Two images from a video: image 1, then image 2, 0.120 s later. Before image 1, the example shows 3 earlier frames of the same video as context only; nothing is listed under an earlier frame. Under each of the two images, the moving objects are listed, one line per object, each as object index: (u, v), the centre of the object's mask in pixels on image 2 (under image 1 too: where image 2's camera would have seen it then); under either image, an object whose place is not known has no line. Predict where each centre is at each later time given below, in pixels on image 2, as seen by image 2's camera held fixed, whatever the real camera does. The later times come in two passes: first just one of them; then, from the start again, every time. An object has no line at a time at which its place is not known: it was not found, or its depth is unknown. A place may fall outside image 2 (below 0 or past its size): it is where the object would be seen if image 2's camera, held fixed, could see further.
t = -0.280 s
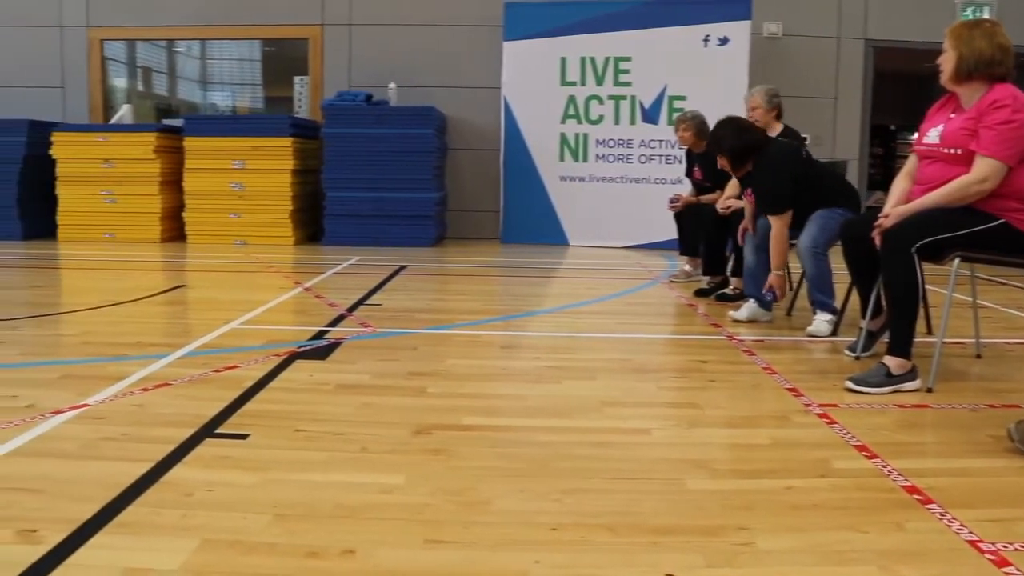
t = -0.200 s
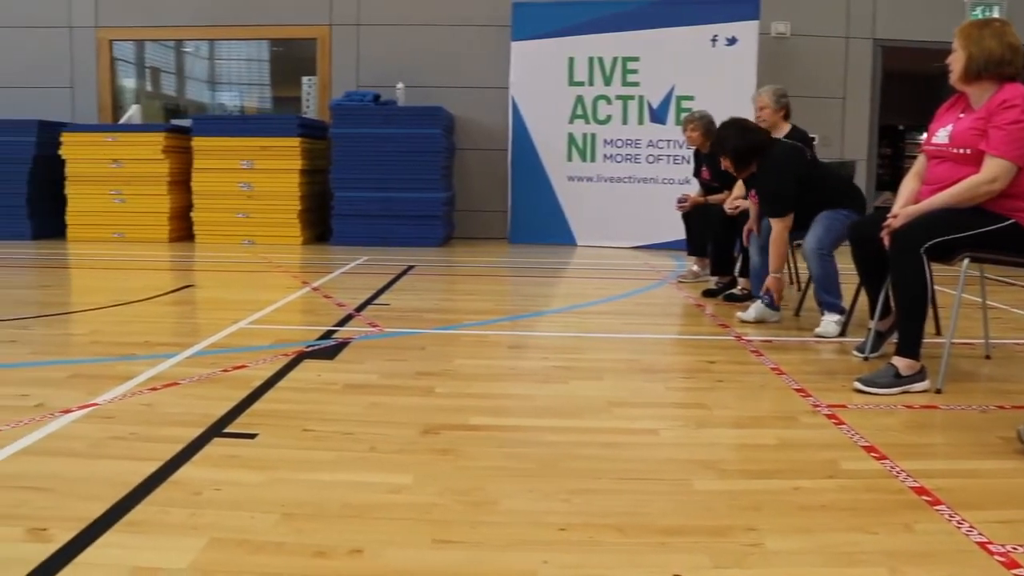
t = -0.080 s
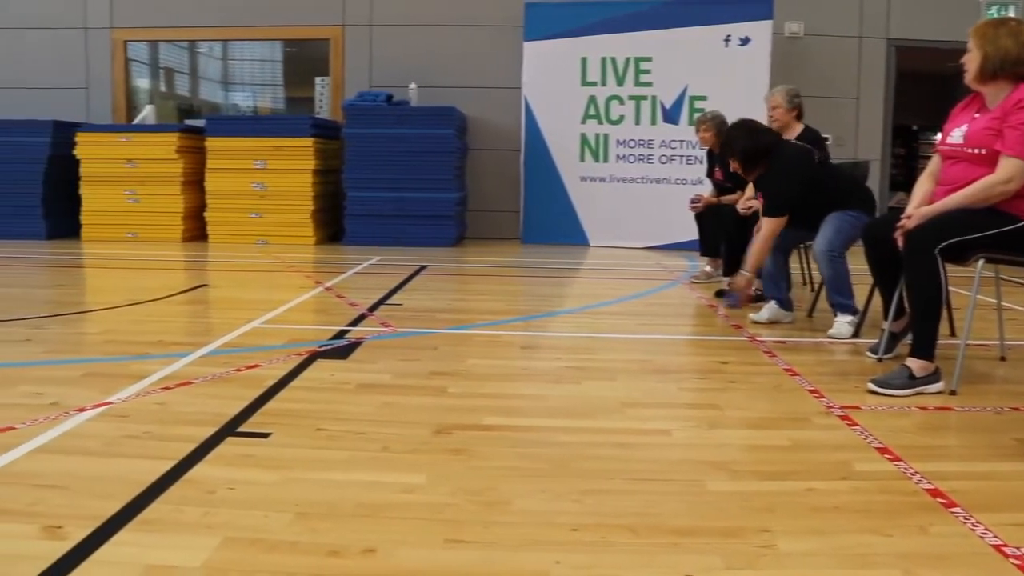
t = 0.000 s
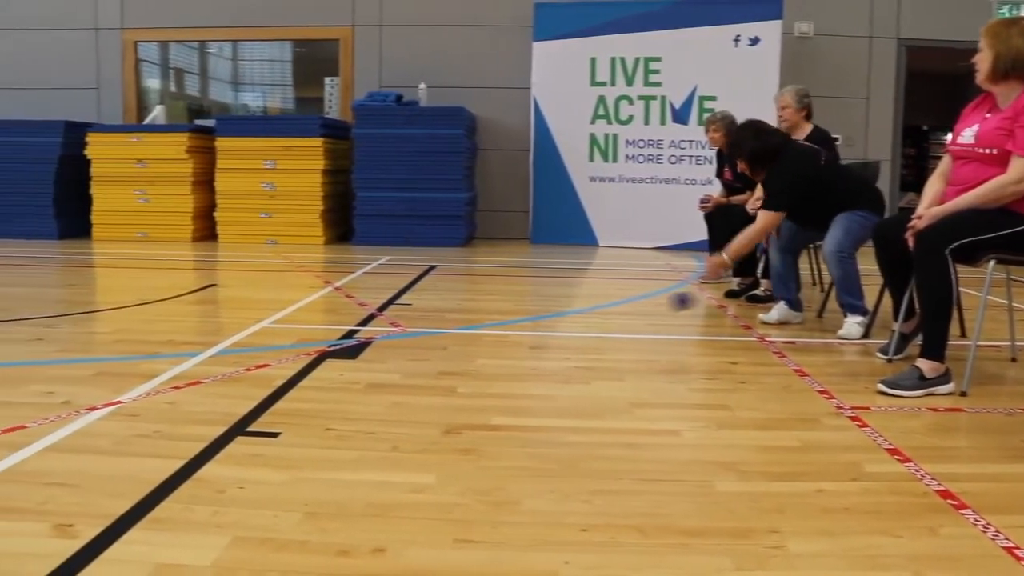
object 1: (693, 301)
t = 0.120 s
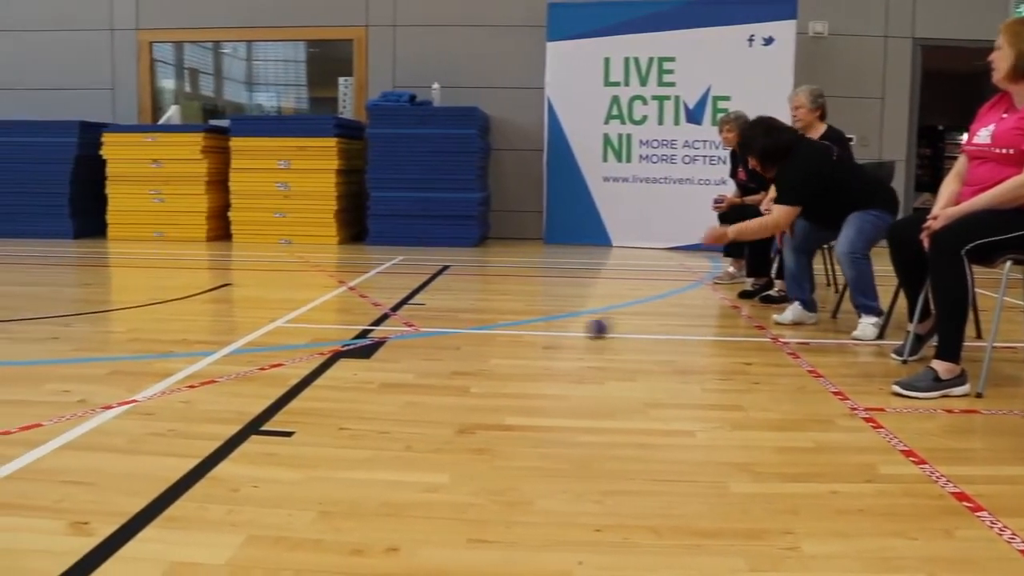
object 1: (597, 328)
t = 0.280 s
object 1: (510, 329)
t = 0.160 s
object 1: (575, 324)
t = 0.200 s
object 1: (554, 322)
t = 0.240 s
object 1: (532, 323)
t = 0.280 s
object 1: (510, 329)
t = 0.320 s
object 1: (489, 328)
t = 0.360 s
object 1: (468, 328)
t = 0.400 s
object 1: (447, 330)
